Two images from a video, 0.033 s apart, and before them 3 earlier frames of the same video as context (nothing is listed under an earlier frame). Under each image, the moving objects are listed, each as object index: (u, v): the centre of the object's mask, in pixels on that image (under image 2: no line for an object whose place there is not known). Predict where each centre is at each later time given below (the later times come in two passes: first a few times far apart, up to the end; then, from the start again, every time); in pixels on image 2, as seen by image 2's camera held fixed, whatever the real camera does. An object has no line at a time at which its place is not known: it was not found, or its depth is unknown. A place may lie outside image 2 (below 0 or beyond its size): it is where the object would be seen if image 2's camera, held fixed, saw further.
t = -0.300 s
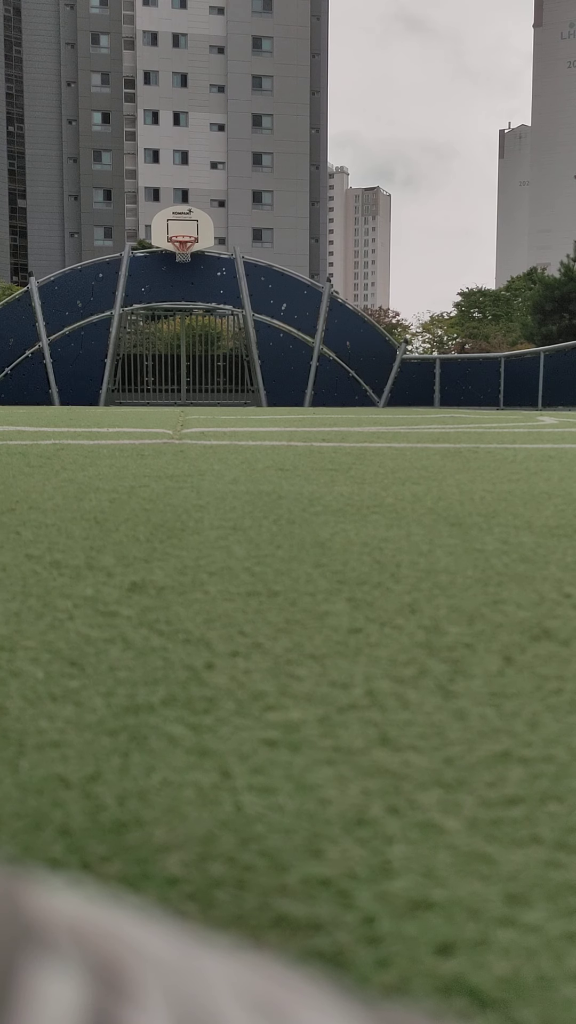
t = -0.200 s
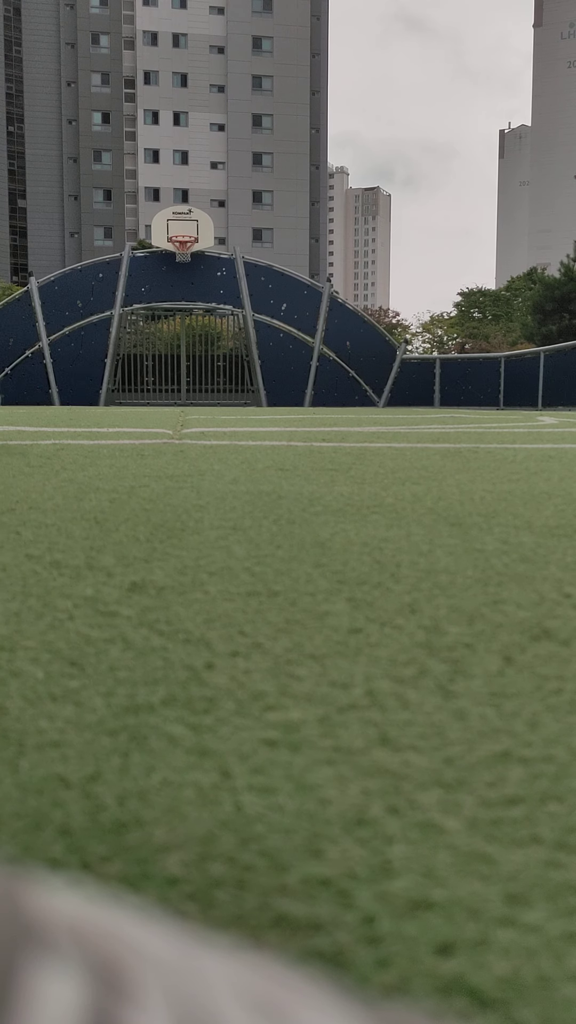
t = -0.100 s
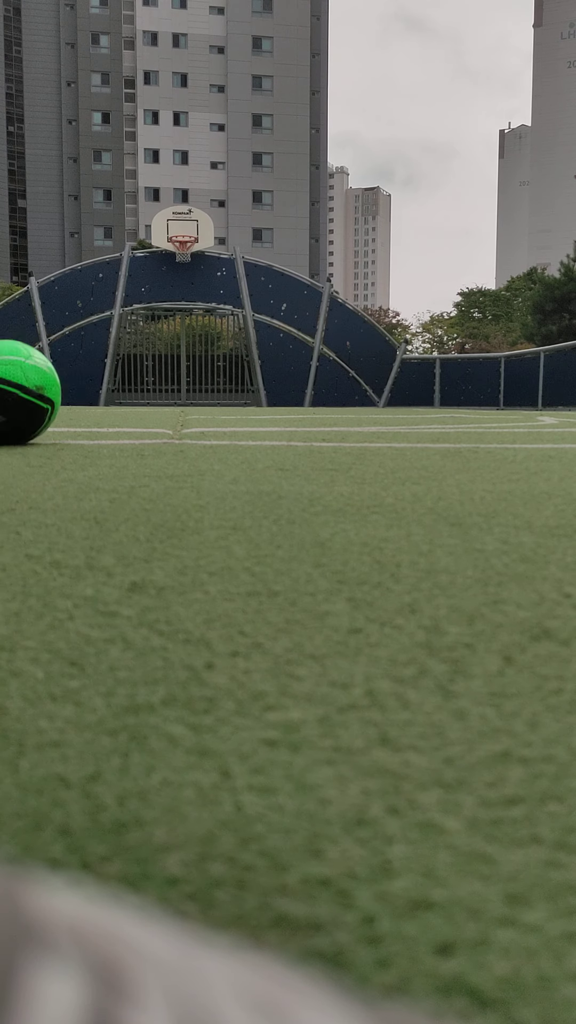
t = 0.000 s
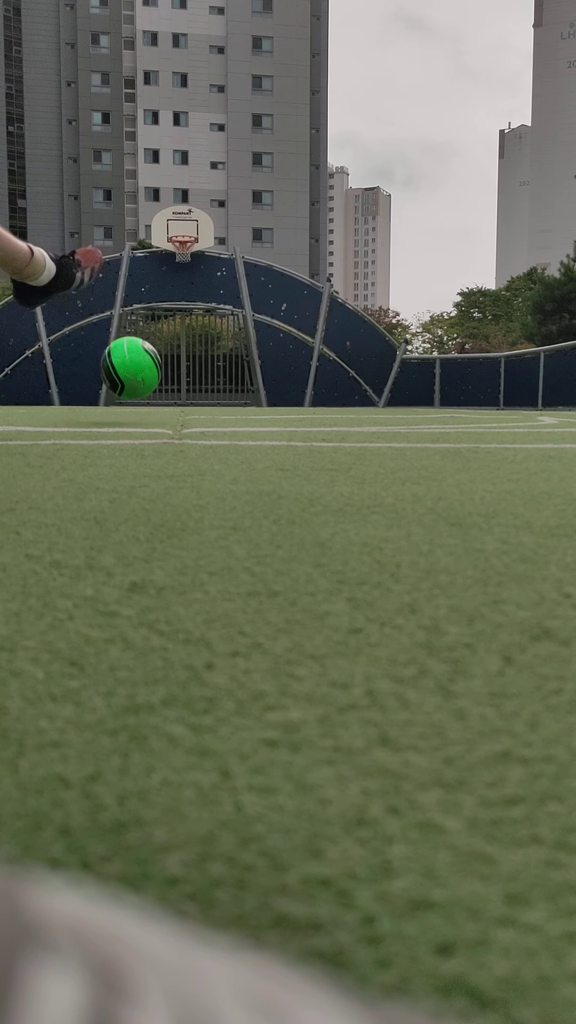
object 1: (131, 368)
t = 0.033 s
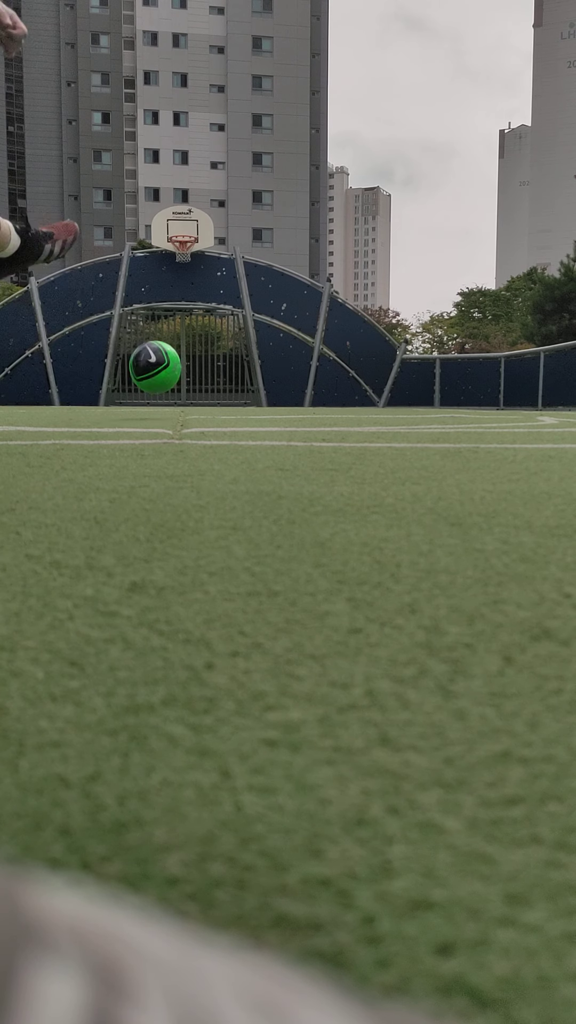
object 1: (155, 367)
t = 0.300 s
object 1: (204, 389)
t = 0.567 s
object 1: (201, 395)
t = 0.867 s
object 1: (189, 397)
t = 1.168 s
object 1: (198, 398)
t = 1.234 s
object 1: (203, 398)
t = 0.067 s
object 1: (171, 369)
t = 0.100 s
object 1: (183, 373)
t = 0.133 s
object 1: (191, 378)
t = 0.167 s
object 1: (196, 385)
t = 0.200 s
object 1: (199, 392)
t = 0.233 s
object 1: (202, 395)
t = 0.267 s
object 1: (203, 391)
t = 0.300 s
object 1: (204, 389)
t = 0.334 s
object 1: (205, 388)
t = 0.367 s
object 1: (205, 390)
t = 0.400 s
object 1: (204, 392)
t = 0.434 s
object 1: (204, 394)
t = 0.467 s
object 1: (204, 398)
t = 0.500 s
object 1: (203, 399)
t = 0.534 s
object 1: (202, 396)
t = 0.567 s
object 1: (201, 395)
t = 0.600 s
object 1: (200, 396)
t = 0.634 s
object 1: (199, 397)
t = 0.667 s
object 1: (197, 398)
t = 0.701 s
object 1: (196, 401)
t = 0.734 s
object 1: (195, 400)
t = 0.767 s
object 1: (193, 398)
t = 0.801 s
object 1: (192, 397)
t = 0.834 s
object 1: (191, 398)
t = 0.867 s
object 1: (189, 397)
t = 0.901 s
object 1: (188, 399)
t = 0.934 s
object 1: (187, 402)
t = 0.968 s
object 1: (188, 402)
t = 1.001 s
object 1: (189, 402)
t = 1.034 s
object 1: (191, 403)
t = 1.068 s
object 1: (193, 402)
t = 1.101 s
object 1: (195, 400)
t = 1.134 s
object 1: (197, 399)
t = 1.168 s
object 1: (198, 398)
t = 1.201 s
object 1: (201, 397)
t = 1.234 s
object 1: (203, 398)
